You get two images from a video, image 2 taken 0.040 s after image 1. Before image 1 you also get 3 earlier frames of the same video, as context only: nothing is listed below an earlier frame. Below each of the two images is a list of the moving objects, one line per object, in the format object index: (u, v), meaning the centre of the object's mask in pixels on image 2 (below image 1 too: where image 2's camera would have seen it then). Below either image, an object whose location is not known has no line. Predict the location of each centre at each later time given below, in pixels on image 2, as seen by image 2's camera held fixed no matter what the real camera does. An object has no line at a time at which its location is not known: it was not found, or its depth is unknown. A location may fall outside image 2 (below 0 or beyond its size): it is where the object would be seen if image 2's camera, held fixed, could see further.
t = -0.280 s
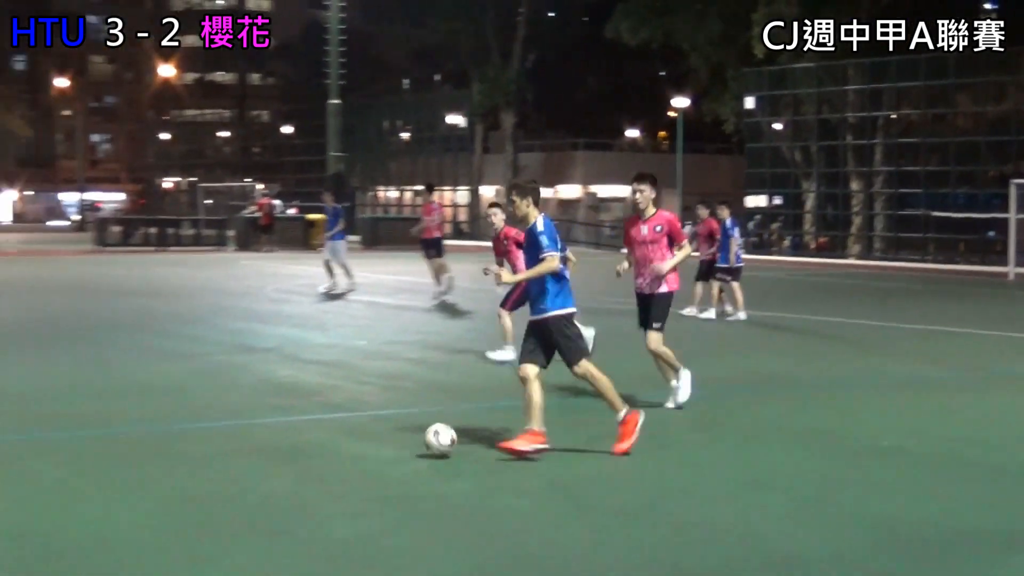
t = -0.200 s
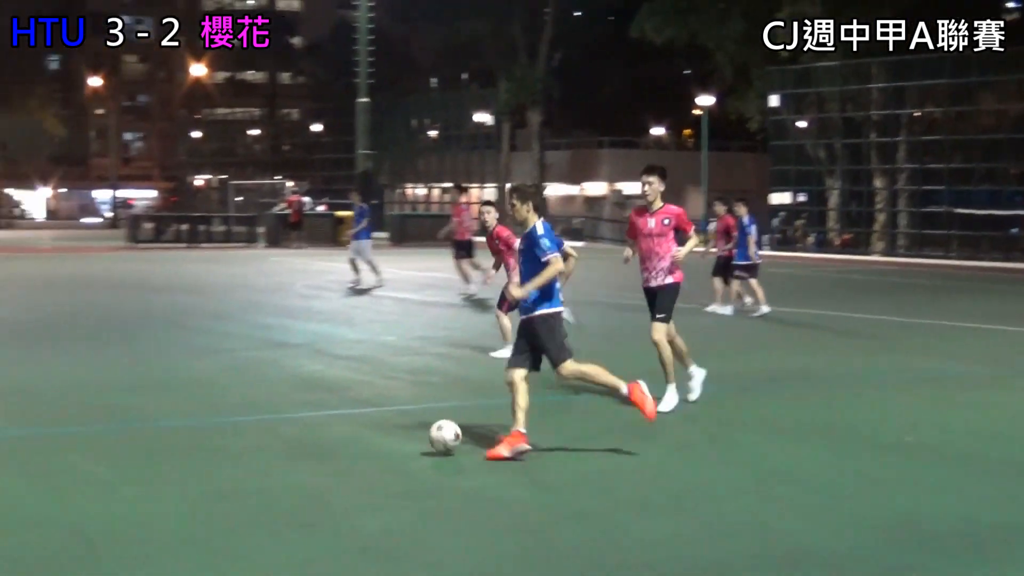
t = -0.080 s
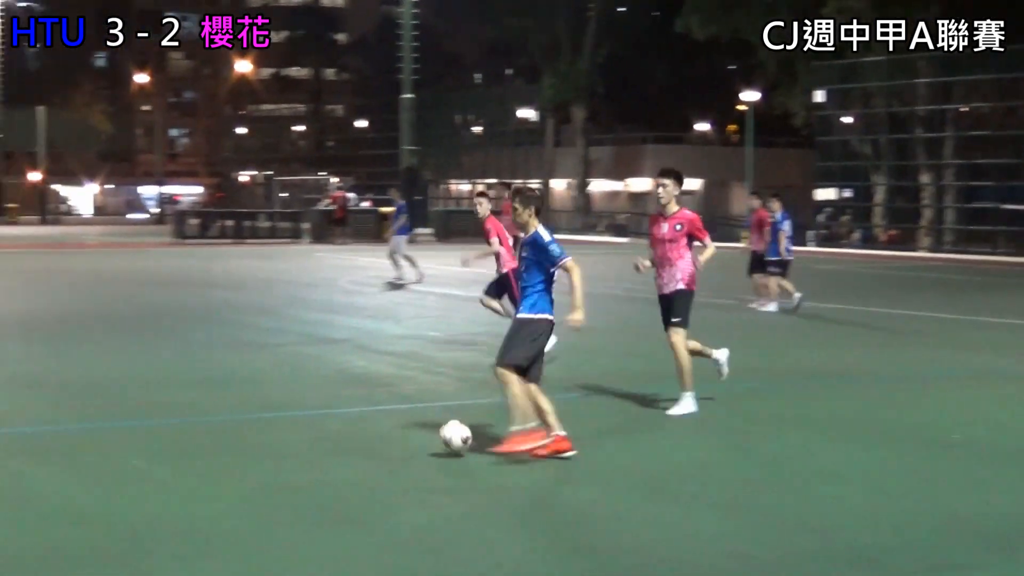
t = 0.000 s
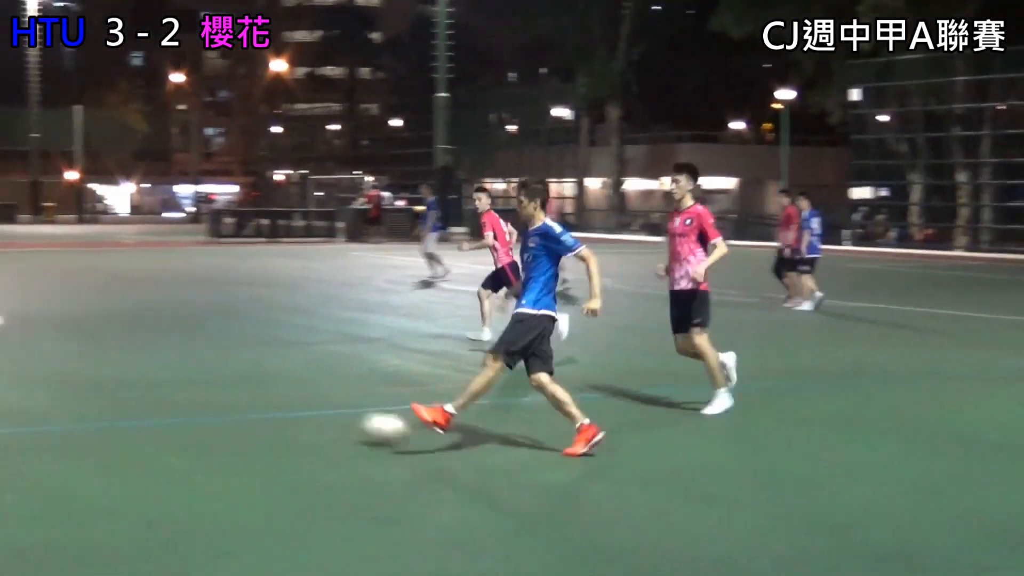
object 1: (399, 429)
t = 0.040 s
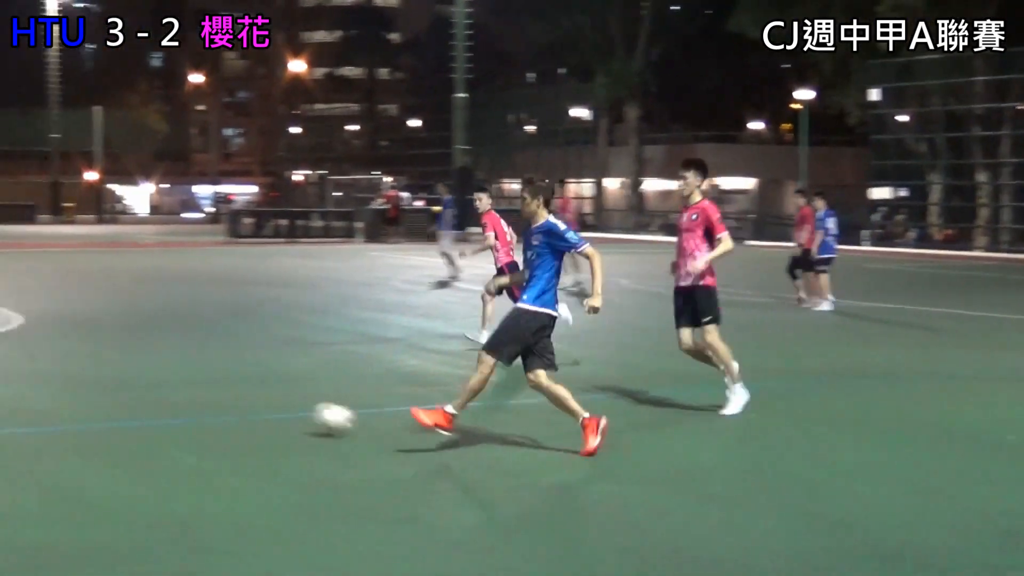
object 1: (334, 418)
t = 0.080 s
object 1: (274, 411)
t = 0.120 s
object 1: (218, 405)
